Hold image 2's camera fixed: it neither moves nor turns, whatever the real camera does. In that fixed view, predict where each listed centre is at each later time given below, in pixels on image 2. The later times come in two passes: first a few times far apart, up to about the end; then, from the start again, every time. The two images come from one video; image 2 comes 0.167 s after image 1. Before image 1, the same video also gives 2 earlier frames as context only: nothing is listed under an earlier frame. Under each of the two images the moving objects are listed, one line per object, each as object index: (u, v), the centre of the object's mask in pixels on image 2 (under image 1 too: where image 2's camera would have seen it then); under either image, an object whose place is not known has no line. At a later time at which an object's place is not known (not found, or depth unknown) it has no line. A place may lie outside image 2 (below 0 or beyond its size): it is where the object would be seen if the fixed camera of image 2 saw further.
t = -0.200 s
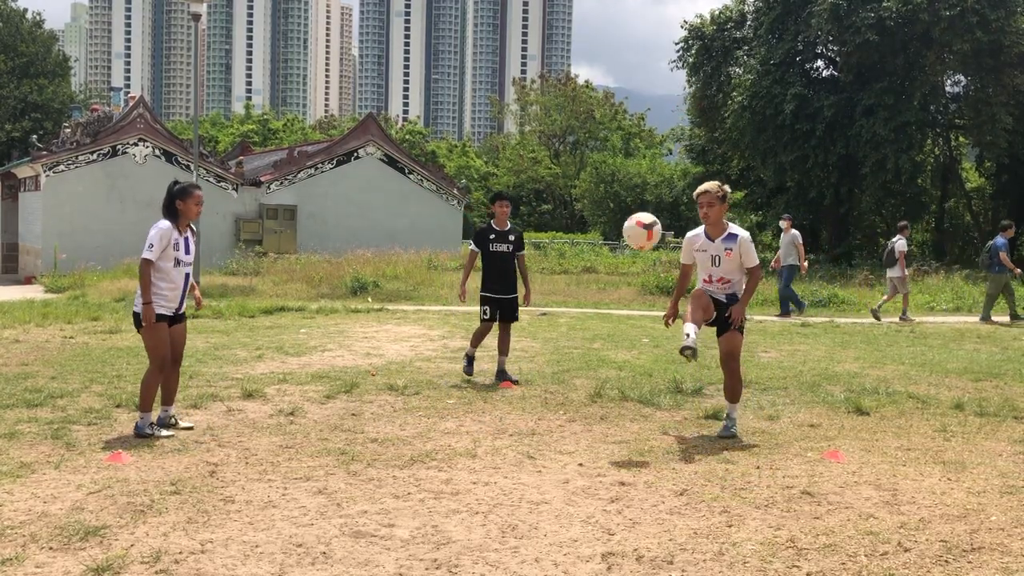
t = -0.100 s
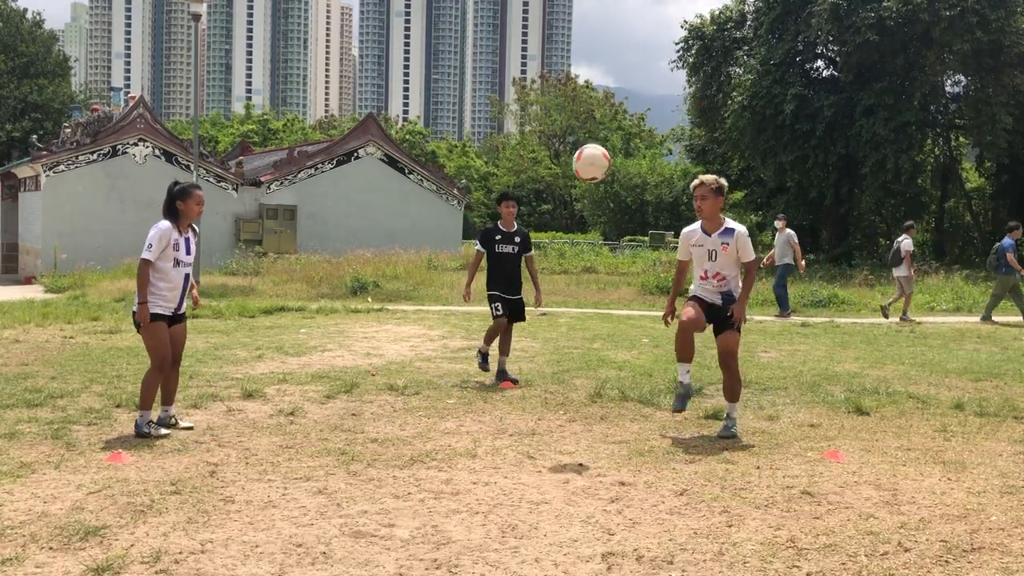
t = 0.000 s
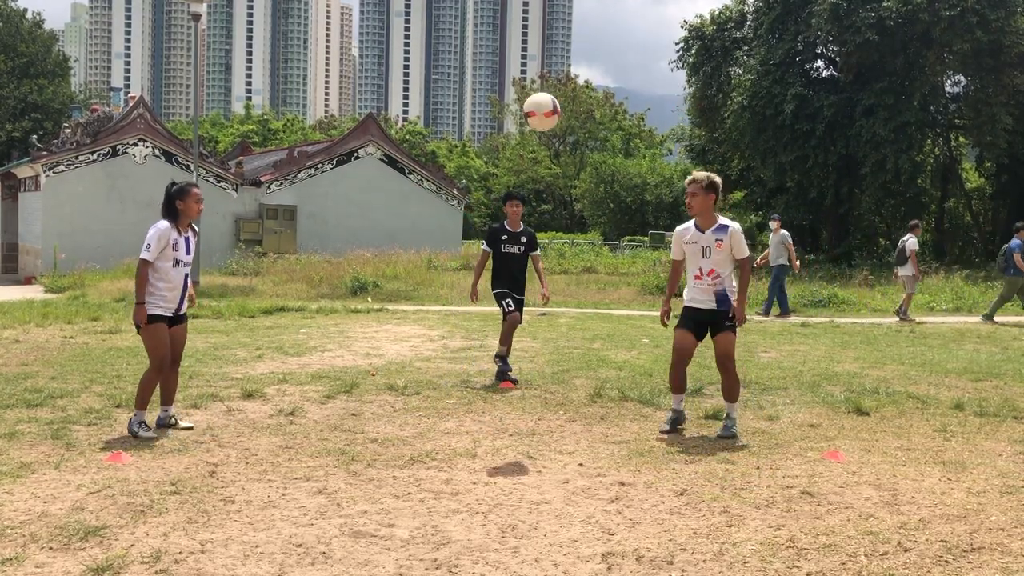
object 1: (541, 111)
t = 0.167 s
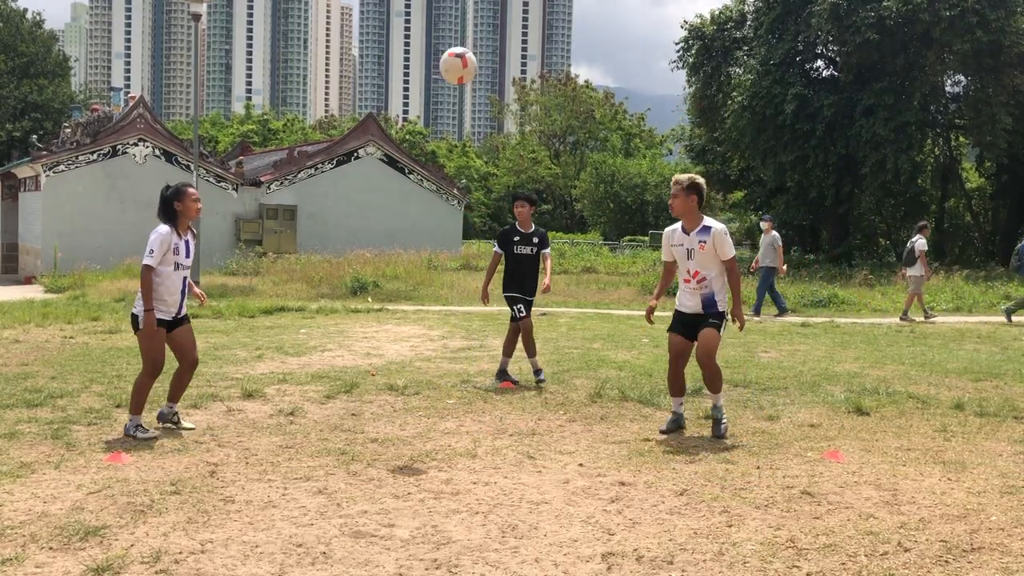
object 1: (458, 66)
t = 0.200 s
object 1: (442, 62)
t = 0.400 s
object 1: (349, 82)
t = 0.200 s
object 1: (442, 62)
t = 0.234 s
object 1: (426, 61)
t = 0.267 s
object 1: (411, 62)
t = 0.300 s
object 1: (395, 64)
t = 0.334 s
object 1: (379, 69)
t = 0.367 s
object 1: (364, 74)
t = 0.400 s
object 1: (349, 82)
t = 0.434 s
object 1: (333, 91)
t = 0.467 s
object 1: (318, 103)
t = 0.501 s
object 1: (302, 116)
